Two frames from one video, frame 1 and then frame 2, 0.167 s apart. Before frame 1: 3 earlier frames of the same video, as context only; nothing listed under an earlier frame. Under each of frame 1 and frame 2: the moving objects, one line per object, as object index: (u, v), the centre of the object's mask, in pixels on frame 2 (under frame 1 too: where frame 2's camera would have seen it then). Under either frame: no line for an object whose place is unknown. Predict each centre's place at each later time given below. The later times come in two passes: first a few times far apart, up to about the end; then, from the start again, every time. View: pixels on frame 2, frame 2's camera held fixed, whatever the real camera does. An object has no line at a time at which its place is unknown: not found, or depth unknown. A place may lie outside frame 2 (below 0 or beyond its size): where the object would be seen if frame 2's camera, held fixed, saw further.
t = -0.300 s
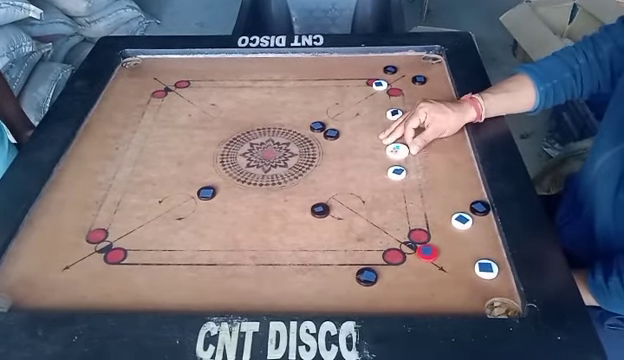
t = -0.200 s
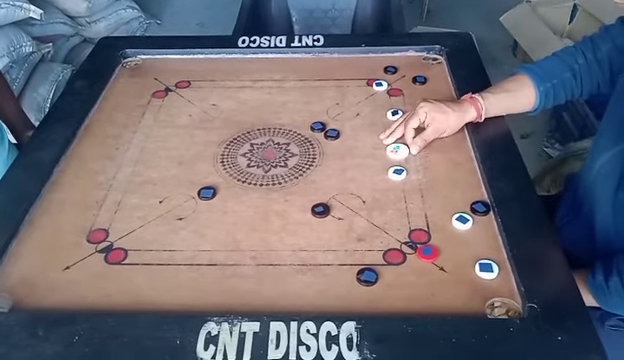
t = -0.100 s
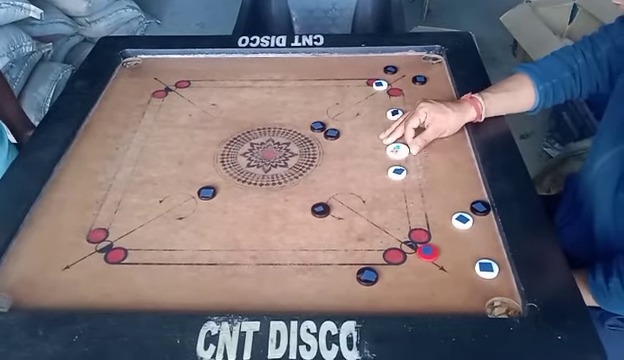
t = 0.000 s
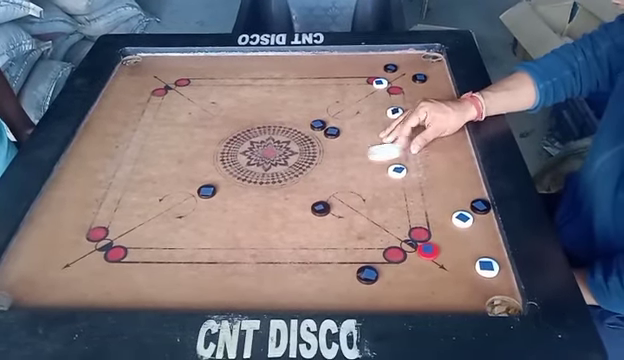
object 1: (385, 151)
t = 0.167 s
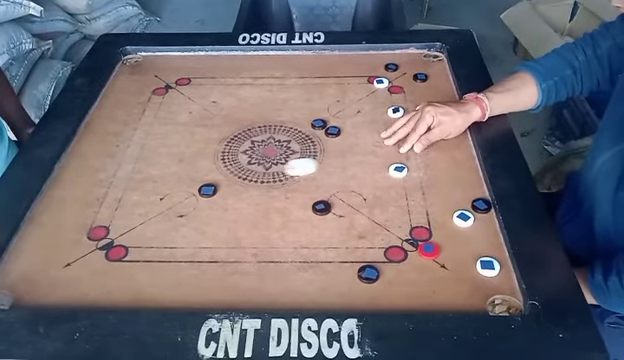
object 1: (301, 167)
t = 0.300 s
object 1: (238, 178)
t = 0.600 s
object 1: (180, 168)
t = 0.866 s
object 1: (162, 162)
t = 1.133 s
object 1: (164, 159)
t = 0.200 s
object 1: (285, 169)
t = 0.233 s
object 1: (269, 172)
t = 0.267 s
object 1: (253, 175)
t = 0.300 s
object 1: (238, 178)
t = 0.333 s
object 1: (225, 179)
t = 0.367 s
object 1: (216, 178)
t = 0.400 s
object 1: (210, 177)
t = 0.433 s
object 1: (203, 175)
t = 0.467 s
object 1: (198, 174)
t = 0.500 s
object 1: (192, 173)
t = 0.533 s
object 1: (188, 171)
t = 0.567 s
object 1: (183, 170)
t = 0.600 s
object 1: (180, 168)
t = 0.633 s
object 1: (176, 167)
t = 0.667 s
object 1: (173, 166)
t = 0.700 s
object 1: (170, 165)
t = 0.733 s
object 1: (168, 164)
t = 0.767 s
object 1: (166, 164)
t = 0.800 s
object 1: (164, 163)
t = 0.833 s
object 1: (163, 162)
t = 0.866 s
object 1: (162, 162)
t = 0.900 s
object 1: (162, 161)
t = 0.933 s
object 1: (161, 161)
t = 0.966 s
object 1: (161, 160)
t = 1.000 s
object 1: (161, 160)
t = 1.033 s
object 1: (162, 160)
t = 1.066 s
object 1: (162, 159)
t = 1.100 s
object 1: (162, 159)
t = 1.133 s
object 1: (164, 159)
